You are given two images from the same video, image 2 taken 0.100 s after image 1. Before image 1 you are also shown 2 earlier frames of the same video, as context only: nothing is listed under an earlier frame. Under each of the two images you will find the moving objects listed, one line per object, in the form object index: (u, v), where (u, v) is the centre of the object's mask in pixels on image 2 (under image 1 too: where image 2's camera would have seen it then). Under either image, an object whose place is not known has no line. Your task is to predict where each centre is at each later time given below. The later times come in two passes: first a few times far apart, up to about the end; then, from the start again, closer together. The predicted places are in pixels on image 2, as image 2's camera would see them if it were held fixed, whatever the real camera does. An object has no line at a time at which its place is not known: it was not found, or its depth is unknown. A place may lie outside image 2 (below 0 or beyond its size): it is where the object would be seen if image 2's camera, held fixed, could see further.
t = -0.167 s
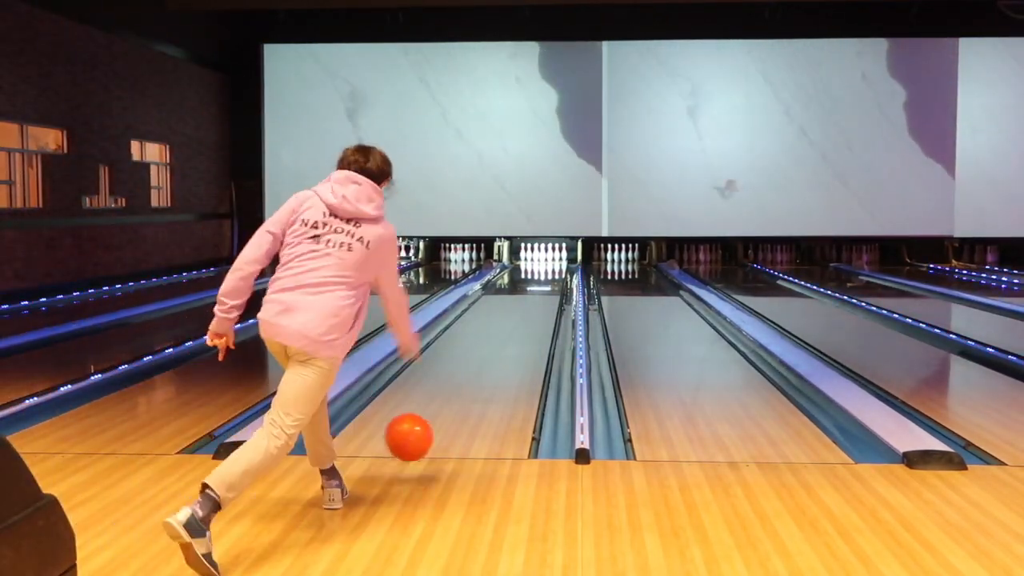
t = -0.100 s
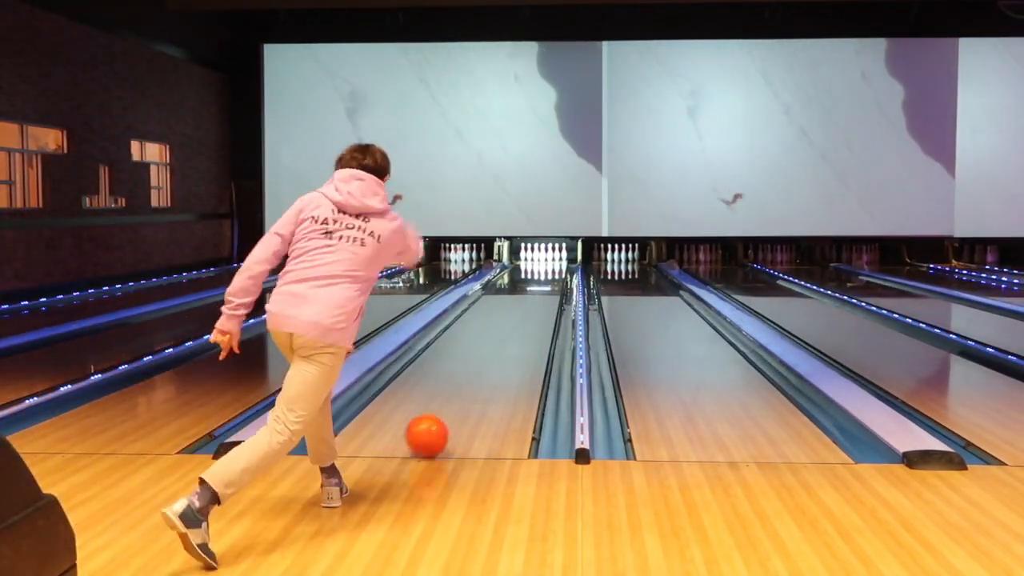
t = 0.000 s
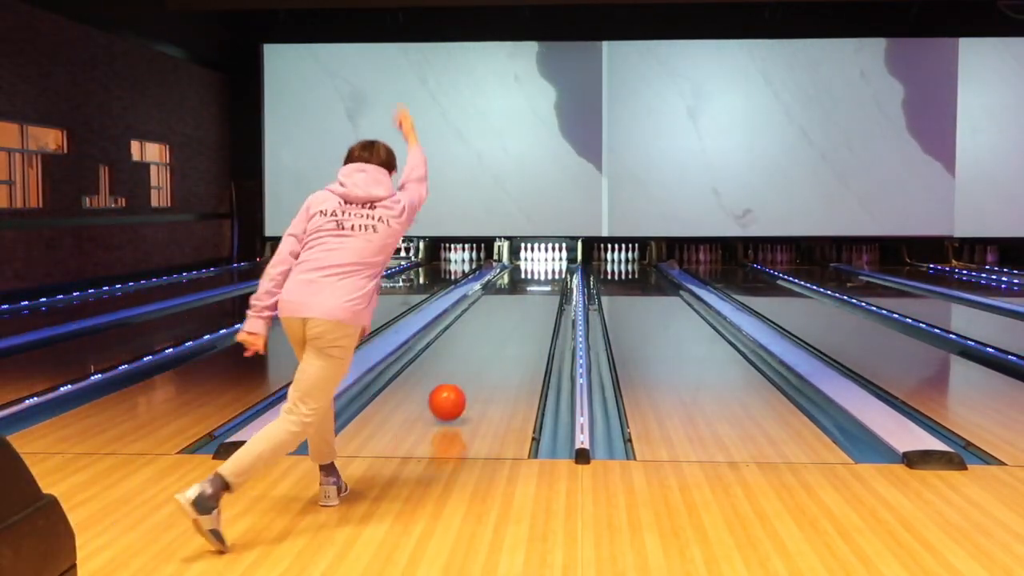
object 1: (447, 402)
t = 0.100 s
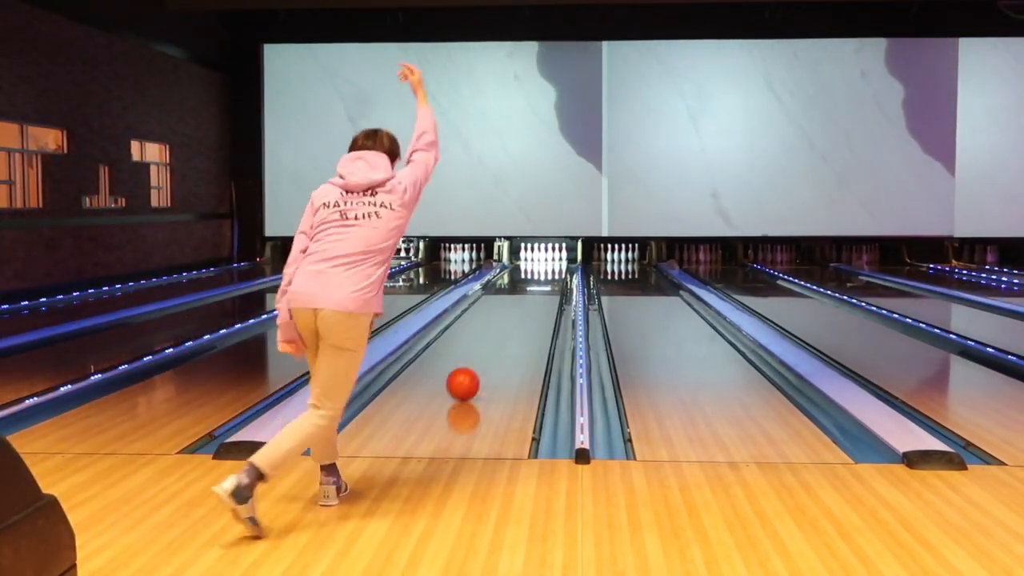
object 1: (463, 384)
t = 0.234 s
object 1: (479, 360)
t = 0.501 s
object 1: (501, 328)
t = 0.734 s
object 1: (515, 309)
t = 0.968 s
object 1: (523, 296)
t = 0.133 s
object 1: (467, 377)
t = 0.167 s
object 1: (471, 371)
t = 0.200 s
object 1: (475, 365)
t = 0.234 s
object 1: (479, 360)
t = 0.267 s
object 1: (482, 355)
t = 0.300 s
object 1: (485, 351)
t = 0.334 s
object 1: (488, 346)
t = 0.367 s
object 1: (491, 342)
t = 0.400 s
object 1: (494, 338)
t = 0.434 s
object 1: (496, 335)
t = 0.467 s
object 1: (498, 331)
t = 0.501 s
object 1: (501, 328)
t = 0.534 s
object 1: (503, 325)
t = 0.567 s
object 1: (505, 322)
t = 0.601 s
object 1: (507, 319)
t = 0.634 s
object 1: (509, 317)
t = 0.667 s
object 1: (504, 315)
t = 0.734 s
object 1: (515, 309)
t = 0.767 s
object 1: (515, 307)
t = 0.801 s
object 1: (516, 304)
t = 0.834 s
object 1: (518, 303)
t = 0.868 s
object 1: (519, 301)
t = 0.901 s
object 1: (521, 299)
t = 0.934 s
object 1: (521, 297)
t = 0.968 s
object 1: (523, 296)
